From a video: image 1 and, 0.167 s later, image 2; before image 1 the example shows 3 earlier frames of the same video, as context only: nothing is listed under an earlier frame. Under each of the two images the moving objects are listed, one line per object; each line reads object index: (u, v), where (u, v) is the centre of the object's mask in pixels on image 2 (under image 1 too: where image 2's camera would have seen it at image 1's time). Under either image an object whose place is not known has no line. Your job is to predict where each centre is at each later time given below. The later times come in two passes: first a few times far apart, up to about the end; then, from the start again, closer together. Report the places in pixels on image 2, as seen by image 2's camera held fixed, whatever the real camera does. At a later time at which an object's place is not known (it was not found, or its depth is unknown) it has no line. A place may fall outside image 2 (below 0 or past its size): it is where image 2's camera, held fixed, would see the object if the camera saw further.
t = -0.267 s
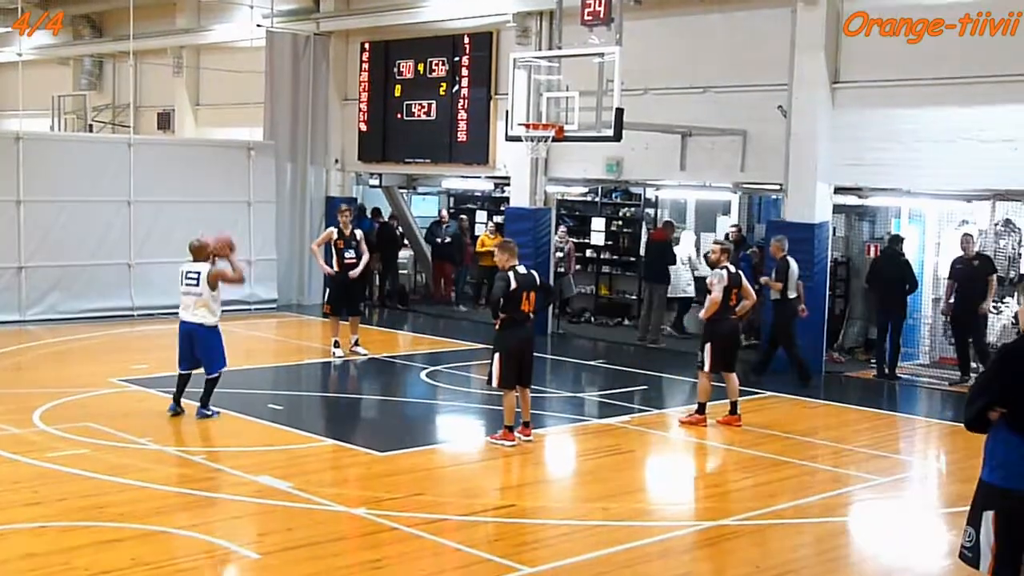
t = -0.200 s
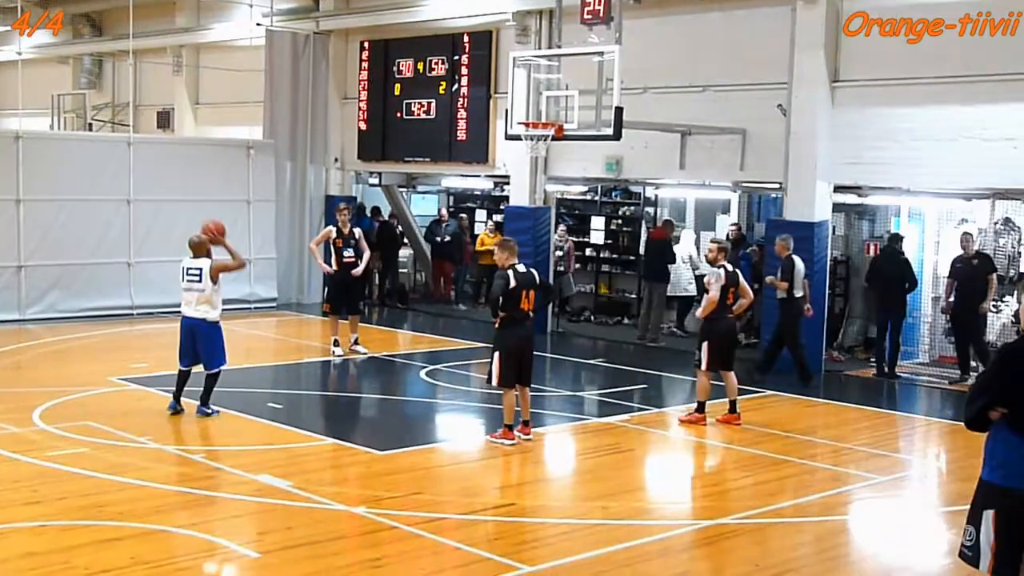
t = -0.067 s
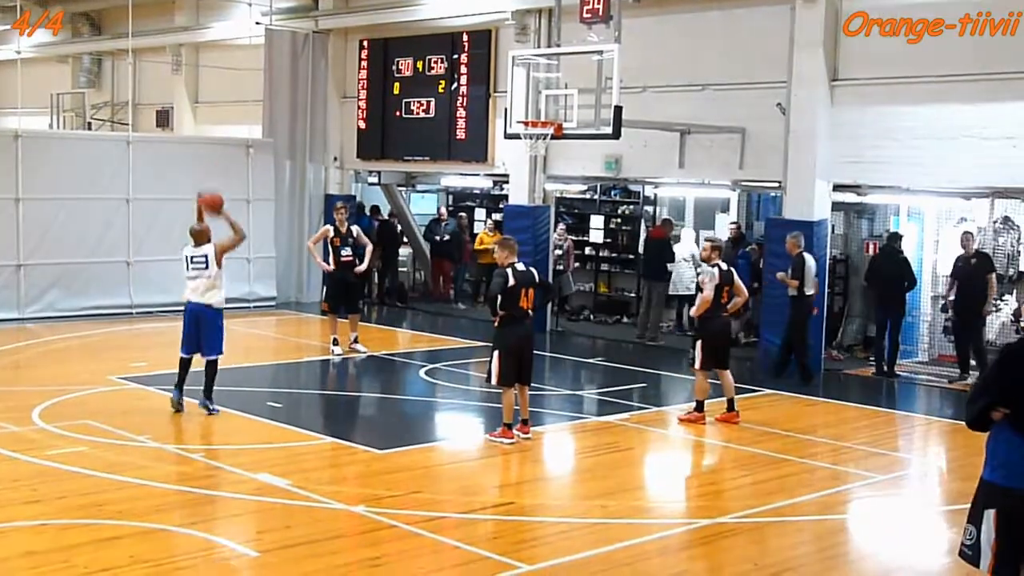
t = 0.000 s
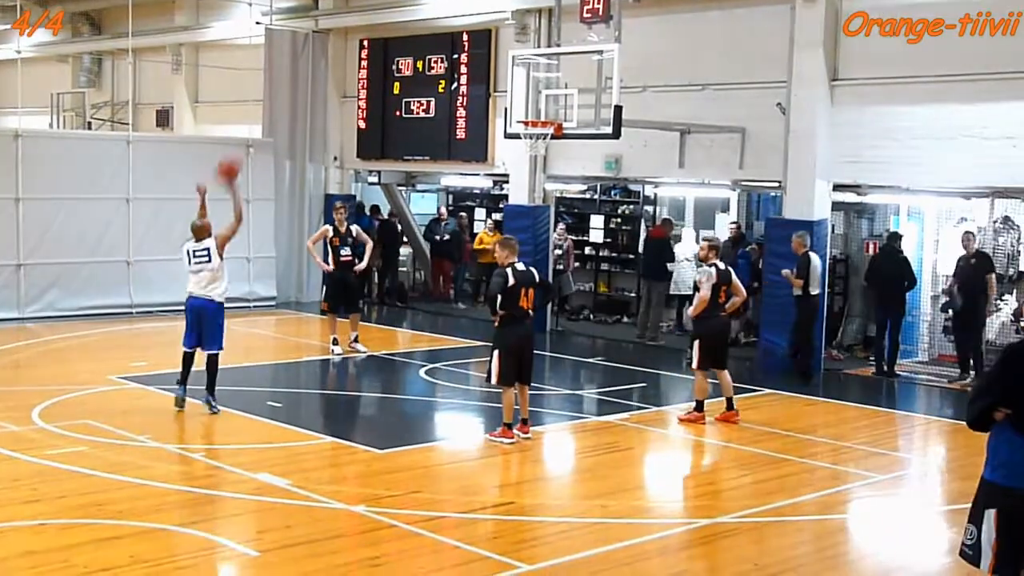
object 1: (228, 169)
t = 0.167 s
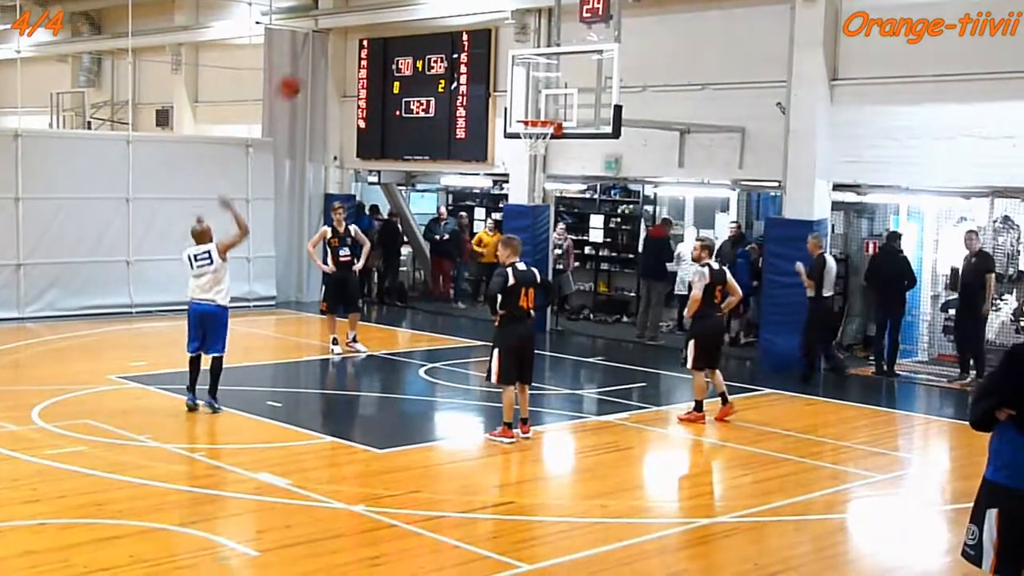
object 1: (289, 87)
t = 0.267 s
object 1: (323, 52)
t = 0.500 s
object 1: (399, 15)
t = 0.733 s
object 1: (466, 29)
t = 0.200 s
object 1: (301, 74)
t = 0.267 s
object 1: (323, 52)
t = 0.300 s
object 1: (335, 43)
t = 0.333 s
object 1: (345, 37)
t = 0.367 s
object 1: (358, 30)
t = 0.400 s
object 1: (369, 24)
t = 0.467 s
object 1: (389, 17)
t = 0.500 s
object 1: (399, 15)
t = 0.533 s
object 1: (408, 14)
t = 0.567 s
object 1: (418, 14)
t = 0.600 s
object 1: (428, 15)
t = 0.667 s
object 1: (447, 21)
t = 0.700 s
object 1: (455, 24)
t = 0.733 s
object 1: (466, 29)
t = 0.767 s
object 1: (476, 35)
